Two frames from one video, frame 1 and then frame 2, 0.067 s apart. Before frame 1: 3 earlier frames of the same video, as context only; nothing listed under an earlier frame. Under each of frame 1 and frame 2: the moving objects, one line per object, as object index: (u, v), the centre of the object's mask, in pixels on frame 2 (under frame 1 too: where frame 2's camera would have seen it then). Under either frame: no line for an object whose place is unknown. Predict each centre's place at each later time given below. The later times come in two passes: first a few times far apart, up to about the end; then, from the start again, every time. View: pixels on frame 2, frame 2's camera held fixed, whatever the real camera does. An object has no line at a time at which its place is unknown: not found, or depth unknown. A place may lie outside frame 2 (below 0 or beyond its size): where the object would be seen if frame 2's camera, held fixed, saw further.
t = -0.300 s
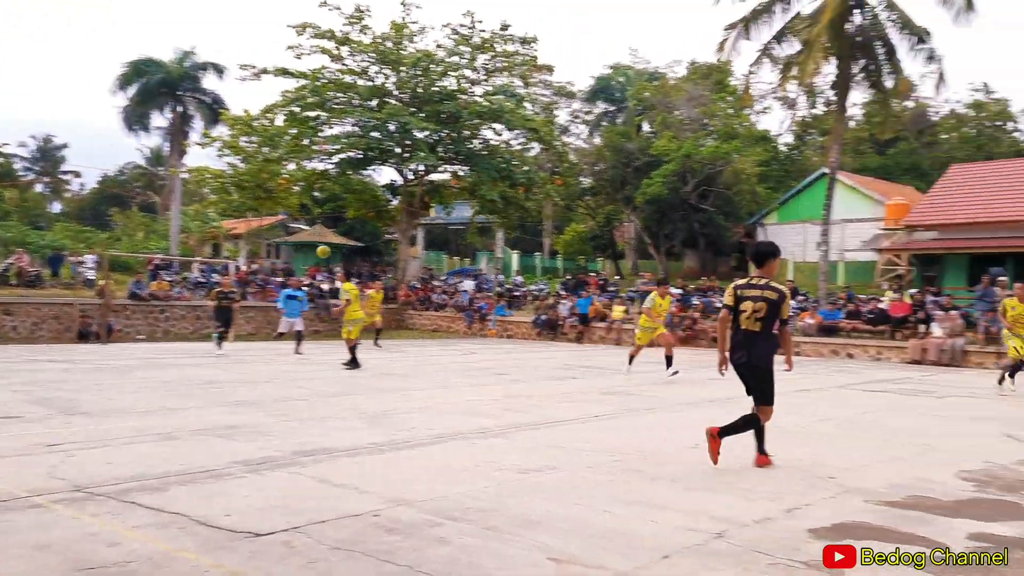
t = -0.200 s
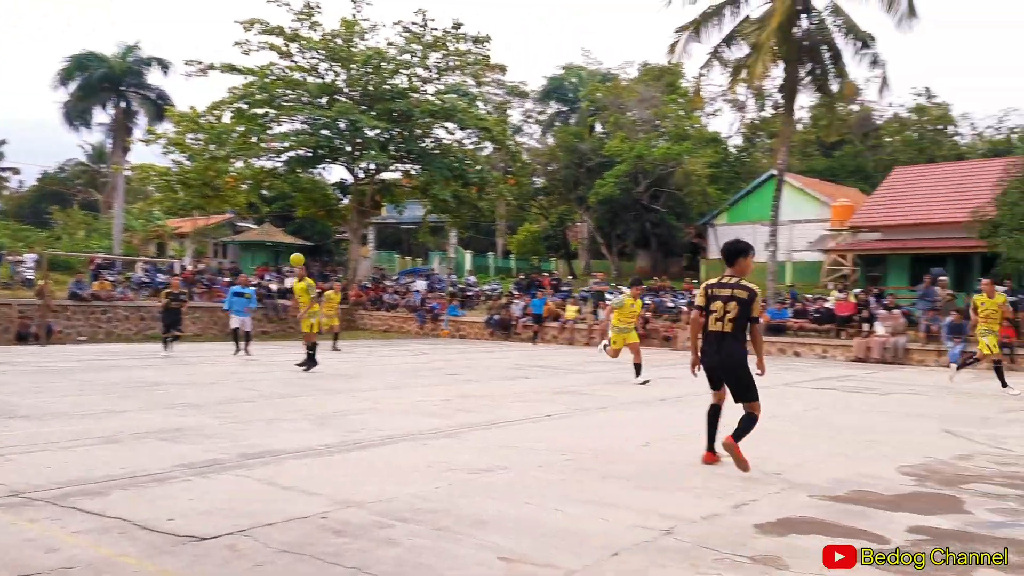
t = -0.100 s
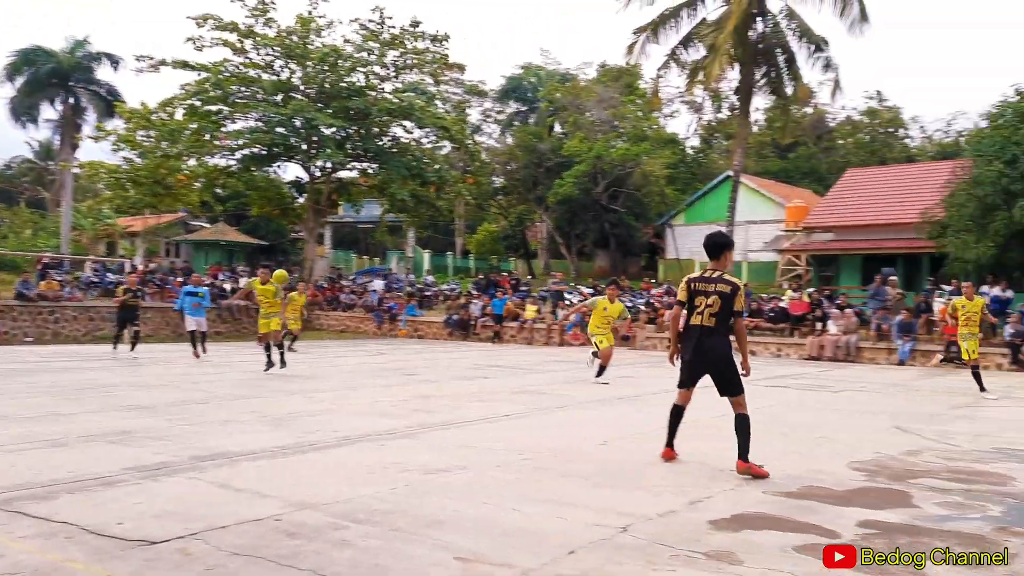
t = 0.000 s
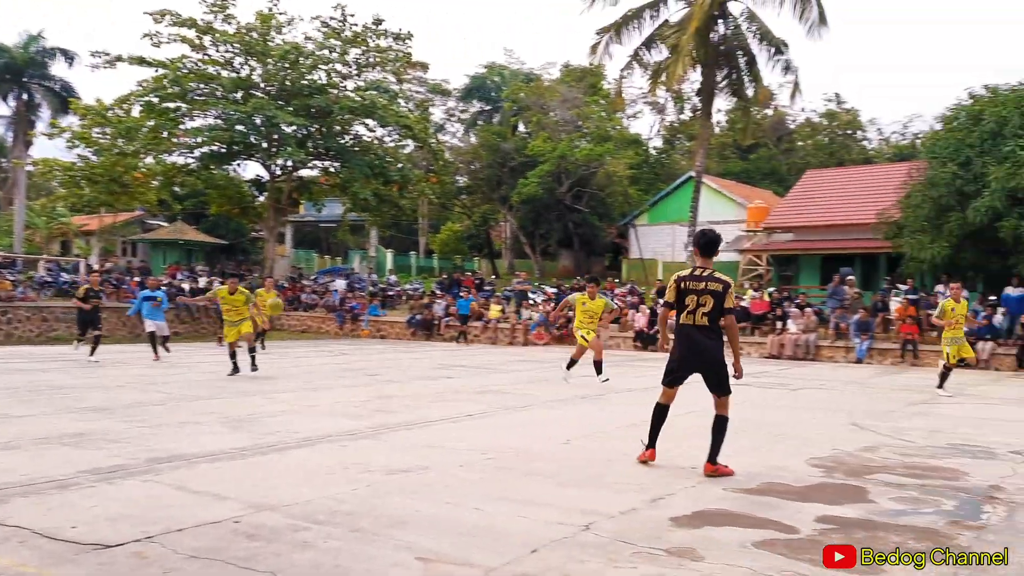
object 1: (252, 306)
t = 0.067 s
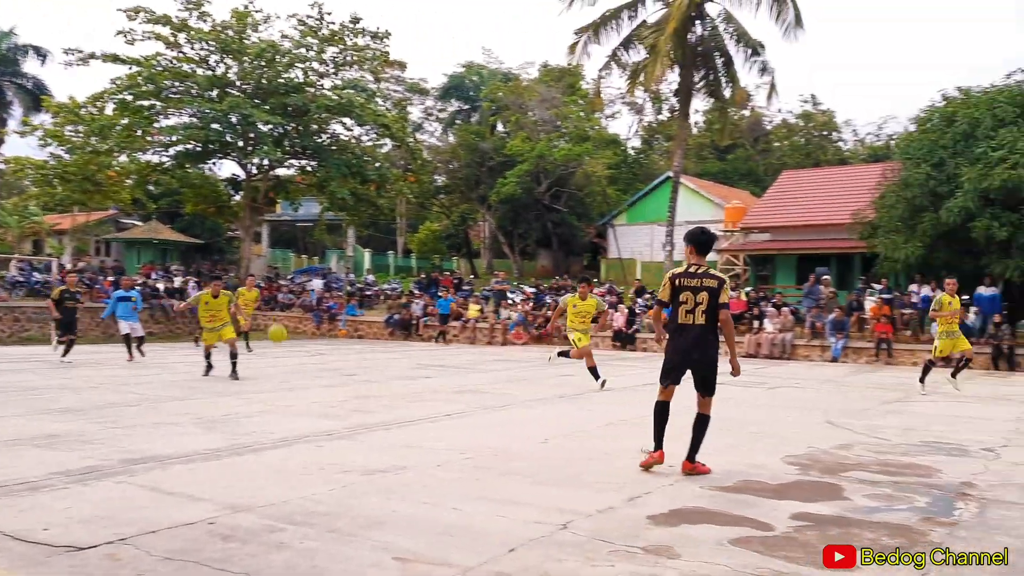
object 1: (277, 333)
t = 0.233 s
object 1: (349, 401)
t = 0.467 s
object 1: (432, 364)
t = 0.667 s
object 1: (532, 391)
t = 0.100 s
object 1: (291, 351)
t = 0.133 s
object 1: (307, 371)
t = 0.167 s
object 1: (323, 392)
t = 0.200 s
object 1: (339, 409)
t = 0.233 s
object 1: (349, 401)
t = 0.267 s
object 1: (359, 393)
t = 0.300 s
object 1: (370, 384)
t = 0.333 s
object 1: (382, 378)
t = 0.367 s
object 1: (393, 373)
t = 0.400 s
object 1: (406, 368)
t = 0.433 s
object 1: (419, 365)
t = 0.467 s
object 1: (432, 364)
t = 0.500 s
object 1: (447, 363)
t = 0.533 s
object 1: (462, 365)
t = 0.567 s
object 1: (478, 369)
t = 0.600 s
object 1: (495, 374)
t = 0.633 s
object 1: (513, 380)
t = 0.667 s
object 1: (532, 391)
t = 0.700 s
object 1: (553, 403)
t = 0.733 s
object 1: (575, 417)
